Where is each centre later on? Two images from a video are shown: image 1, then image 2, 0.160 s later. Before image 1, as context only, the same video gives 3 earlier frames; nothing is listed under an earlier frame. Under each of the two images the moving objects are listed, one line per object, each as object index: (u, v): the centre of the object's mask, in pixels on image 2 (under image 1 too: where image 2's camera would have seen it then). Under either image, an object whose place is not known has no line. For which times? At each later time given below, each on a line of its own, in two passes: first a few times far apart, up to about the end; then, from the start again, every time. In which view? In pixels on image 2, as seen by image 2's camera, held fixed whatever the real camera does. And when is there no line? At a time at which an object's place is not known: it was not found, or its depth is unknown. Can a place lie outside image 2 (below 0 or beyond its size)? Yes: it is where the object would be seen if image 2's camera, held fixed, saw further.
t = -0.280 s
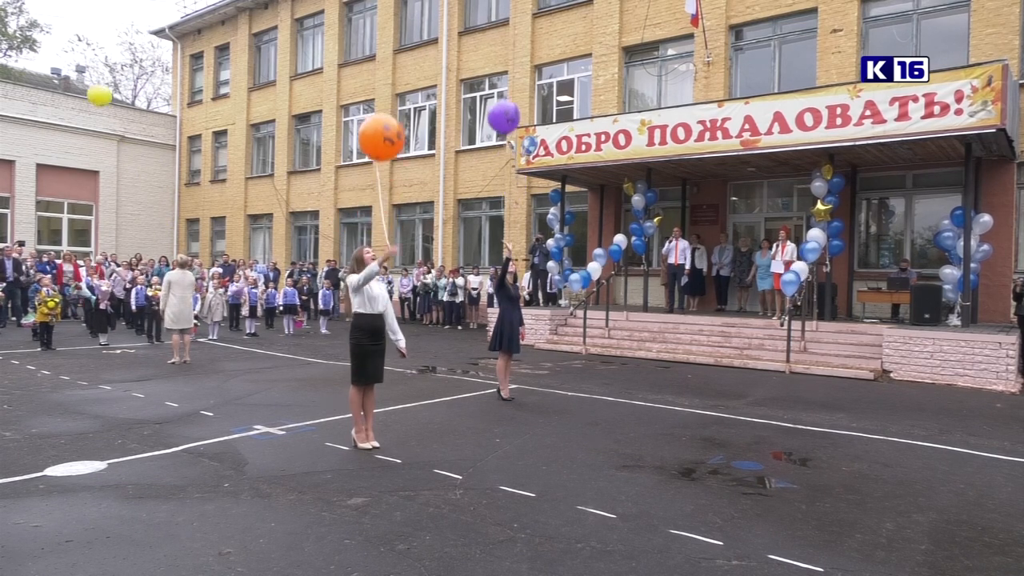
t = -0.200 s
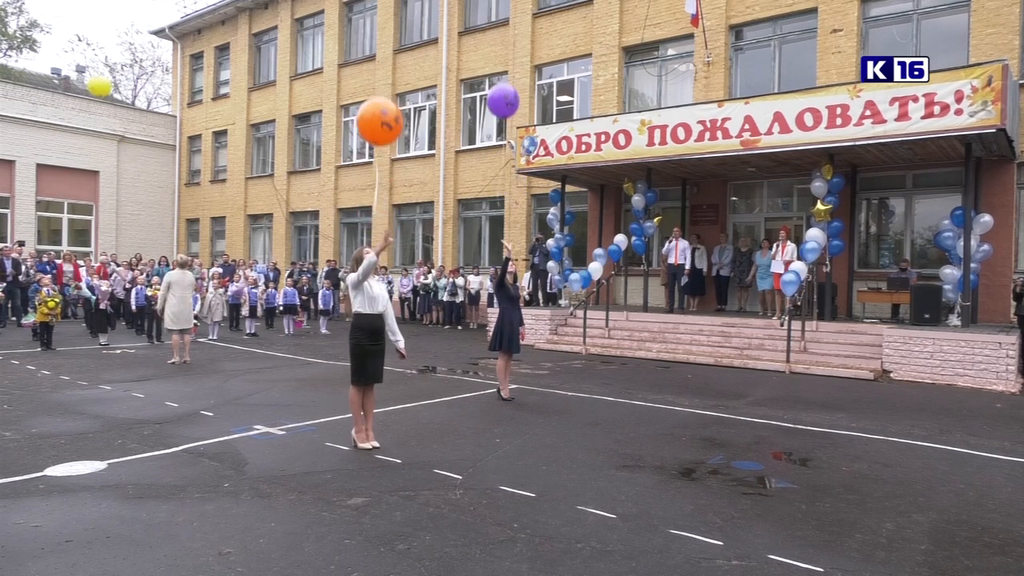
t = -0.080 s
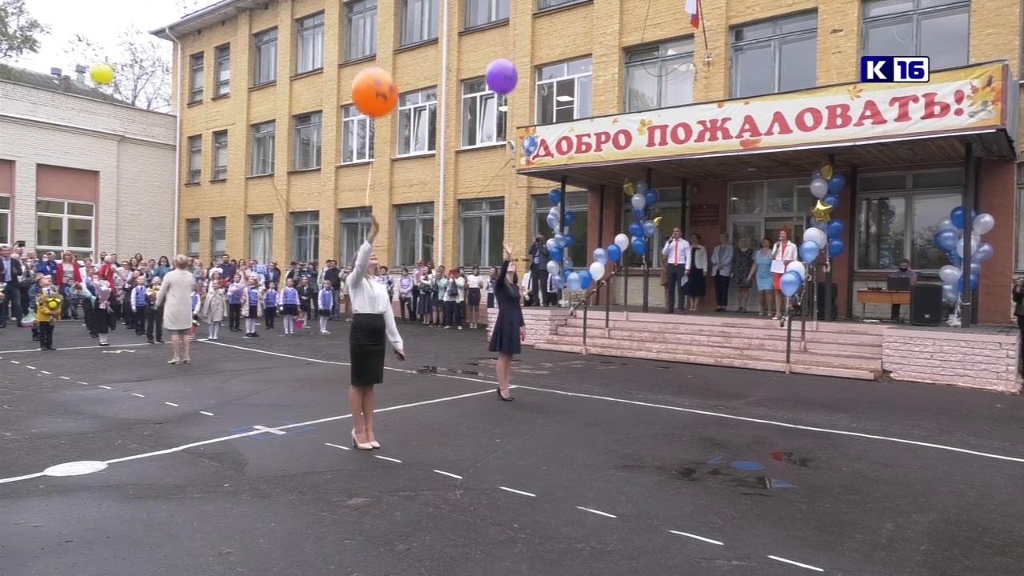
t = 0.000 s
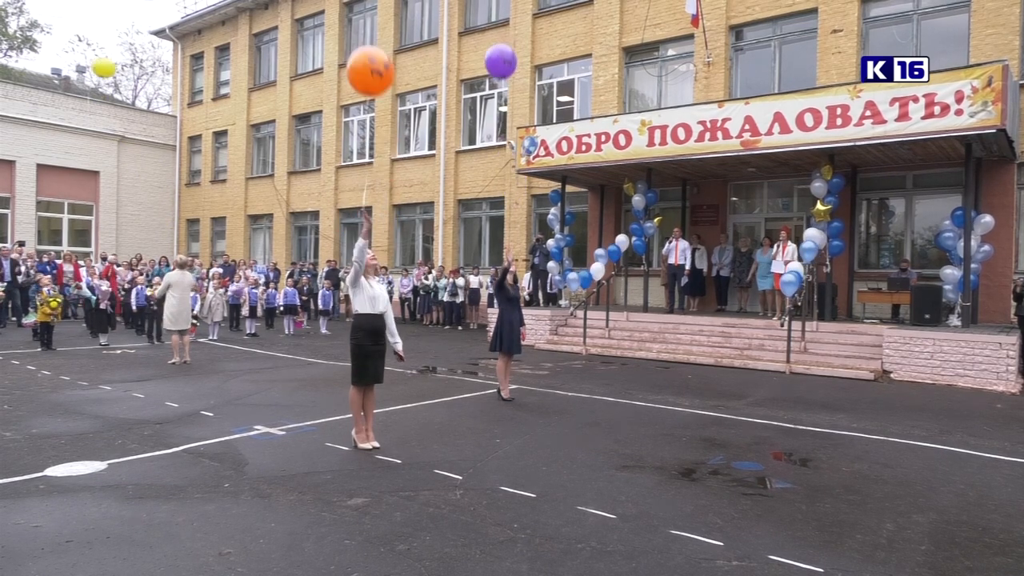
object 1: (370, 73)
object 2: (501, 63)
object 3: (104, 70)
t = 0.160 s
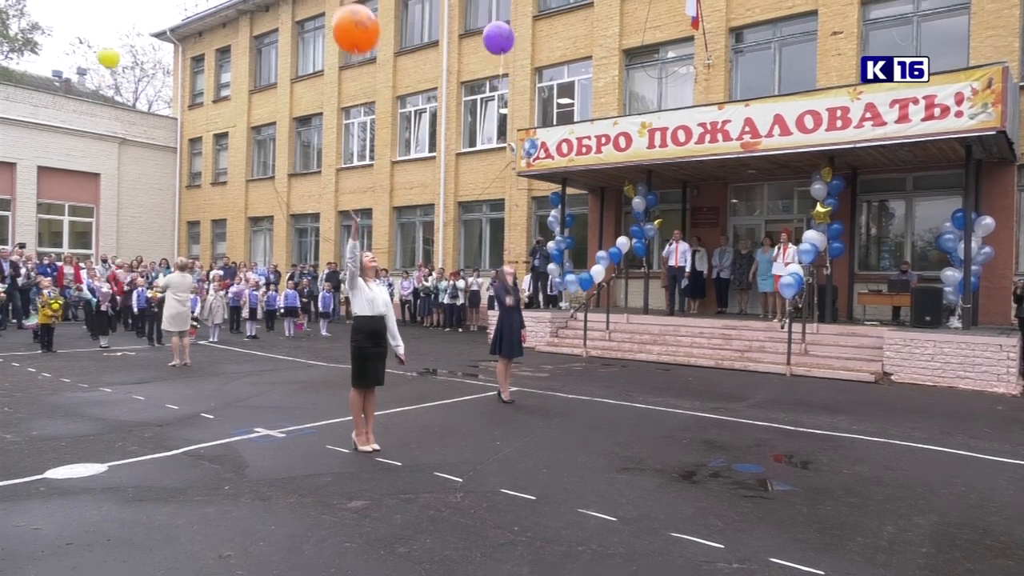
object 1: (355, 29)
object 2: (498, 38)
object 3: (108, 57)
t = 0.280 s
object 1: (341, 7)
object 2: (495, 24)
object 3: (112, 48)
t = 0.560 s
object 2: (486, 1)
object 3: (120, 21)
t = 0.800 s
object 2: (475, -23)
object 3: (116, -2)
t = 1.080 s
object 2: (462, -57)
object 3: (100, -19)
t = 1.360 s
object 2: (453, -88)
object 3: (82, -44)
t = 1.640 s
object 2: (442, -120)
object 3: (68, -79)
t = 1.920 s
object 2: (435, -154)
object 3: (61, -117)
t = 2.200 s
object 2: (424, -170)
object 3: (54, -153)
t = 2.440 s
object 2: (415, -177)
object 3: (48, -178)
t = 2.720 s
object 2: (409, -201)
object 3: (48, -200)
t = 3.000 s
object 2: (406, -250)
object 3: (53, -211)
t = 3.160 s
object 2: (402, -283)
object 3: (54, -212)
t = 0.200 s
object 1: (351, 20)
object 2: (497, 33)
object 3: (109, 54)
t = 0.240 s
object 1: (346, 13)
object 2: (496, 28)
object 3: (111, 51)
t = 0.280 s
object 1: (341, 7)
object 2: (495, 24)
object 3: (112, 48)
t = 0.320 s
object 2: (494, 21)
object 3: (113, 45)
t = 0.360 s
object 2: (494, 17)
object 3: (115, 41)
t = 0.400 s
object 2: (493, 14)
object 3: (117, 37)
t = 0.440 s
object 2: (491, 11)
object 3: (118, 33)
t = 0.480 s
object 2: (490, 7)
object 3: (119, 29)
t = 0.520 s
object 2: (488, 4)
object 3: (120, 25)
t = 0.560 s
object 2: (486, 1)
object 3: (120, 21)
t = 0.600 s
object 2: (485, -3)
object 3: (121, 17)
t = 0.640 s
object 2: (483, -7)
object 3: (120, 13)
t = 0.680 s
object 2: (481, -11)
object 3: (120, 8)
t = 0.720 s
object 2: (479, -15)
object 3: (119, 5)
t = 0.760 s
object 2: (477, -19)
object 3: (117, 1)
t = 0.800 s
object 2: (475, -23)
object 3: (116, -2)
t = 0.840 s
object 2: (473, -28)
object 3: (114, -4)
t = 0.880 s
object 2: (471, -33)
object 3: (111, -7)
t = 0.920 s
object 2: (469, -38)
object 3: (109, -9)
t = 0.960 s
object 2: (467, -42)
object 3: (107, -11)
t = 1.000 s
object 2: (466, -48)
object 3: (105, -14)
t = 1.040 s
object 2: (464, -52)
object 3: (103, -16)
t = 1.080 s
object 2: (462, -57)
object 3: (100, -19)
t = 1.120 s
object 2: (461, -62)
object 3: (98, -21)
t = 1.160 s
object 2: (459, -67)
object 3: (95, -25)
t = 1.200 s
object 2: (458, -72)
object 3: (93, -28)
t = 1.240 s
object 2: (457, -76)
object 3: (90, -31)
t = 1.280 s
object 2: (455, -80)
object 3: (88, -35)
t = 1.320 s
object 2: (454, -84)
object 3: (85, -39)
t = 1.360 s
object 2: (453, -88)
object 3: (82, -44)
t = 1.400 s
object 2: (452, -93)
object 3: (80, -48)
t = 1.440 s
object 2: (450, -97)
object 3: (77, -53)
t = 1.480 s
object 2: (448, -101)
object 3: (75, -58)
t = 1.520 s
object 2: (447, -105)
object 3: (73, -63)
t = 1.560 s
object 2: (445, -111)
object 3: (71, -68)
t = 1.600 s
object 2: (444, -115)
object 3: (69, -73)
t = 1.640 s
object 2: (442, -120)
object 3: (68, -79)
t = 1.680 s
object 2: (441, -125)
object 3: (67, -84)
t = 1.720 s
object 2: (440, -130)
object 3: (66, -90)
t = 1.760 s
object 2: (439, -135)
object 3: (65, -95)
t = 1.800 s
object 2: (438, -140)
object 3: (64, -101)
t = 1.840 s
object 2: (437, -145)
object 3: (63, -106)
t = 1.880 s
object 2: (436, -149)
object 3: (62, -111)
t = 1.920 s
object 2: (435, -154)
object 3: (61, -117)
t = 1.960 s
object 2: (433, -158)
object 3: (60, -122)
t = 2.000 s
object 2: (432, -161)
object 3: (59, -127)
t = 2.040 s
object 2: (431, -164)
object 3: (58, -133)
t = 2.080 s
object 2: (429, -166)
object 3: (57, -138)
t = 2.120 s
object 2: (427, -167)
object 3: (56, -143)
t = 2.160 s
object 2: (426, -169)
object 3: (55, -149)
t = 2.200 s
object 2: (424, -170)
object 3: (54, -153)
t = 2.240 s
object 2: (422, -171)
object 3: (53, -158)
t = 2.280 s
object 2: (421, -172)
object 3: (52, -162)
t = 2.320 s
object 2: (419, -173)
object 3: (51, -166)
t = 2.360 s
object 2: (418, -174)
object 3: (50, -170)
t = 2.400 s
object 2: (416, -175)
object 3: (49, -175)
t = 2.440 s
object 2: (415, -177)
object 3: (48, -178)
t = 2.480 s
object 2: (414, -179)
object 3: (47, -182)
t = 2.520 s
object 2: (413, -181)
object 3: (47, -185)
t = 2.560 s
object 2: (412, -184)
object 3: (46, -189)
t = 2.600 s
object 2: (411, -188)
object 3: (47, -192)
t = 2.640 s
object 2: (410, -191)
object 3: (47, -195)
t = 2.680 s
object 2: (409, -196)
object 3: (47, -198)
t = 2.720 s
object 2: (409, -201)
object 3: (48, -200)
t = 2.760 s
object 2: (408, -207)
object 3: (49, -202)
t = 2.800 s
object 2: (407, -213)
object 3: (49, -204)
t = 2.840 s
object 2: (407, -219)
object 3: (51, -206)
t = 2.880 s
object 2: (407, -226)
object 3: (51, -208)
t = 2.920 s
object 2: (406, -234)
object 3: (52, -209)
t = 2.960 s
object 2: (406, -242)
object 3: (53, -210)
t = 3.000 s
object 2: (406, -250)
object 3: (53, -211)
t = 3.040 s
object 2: (405, -258)
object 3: (53, -212)
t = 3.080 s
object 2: (404, -266)
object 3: (54, -212)
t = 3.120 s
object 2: (403, -275)
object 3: (54, -212)
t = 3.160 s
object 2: (402, -283)
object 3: (54, -212)
